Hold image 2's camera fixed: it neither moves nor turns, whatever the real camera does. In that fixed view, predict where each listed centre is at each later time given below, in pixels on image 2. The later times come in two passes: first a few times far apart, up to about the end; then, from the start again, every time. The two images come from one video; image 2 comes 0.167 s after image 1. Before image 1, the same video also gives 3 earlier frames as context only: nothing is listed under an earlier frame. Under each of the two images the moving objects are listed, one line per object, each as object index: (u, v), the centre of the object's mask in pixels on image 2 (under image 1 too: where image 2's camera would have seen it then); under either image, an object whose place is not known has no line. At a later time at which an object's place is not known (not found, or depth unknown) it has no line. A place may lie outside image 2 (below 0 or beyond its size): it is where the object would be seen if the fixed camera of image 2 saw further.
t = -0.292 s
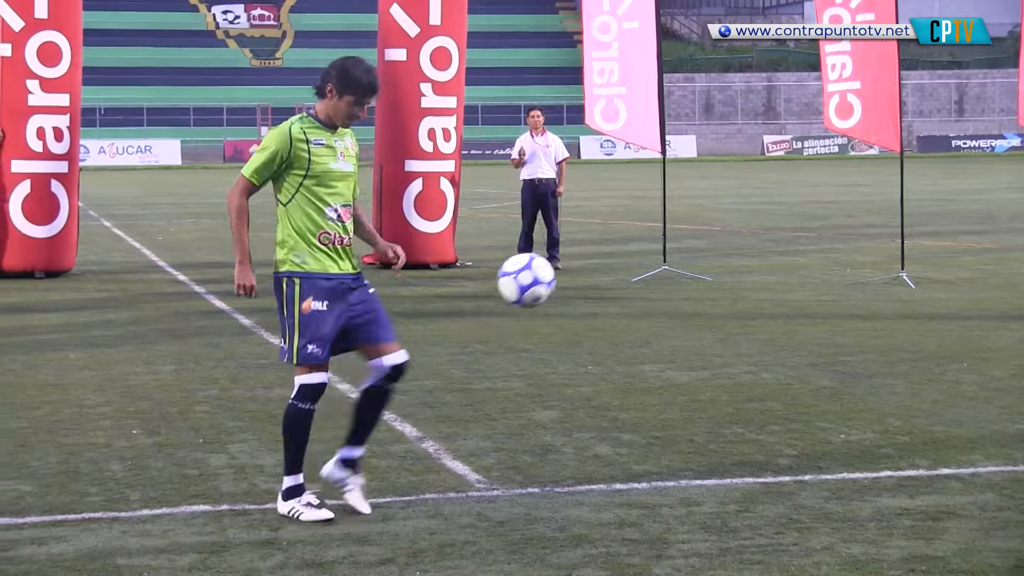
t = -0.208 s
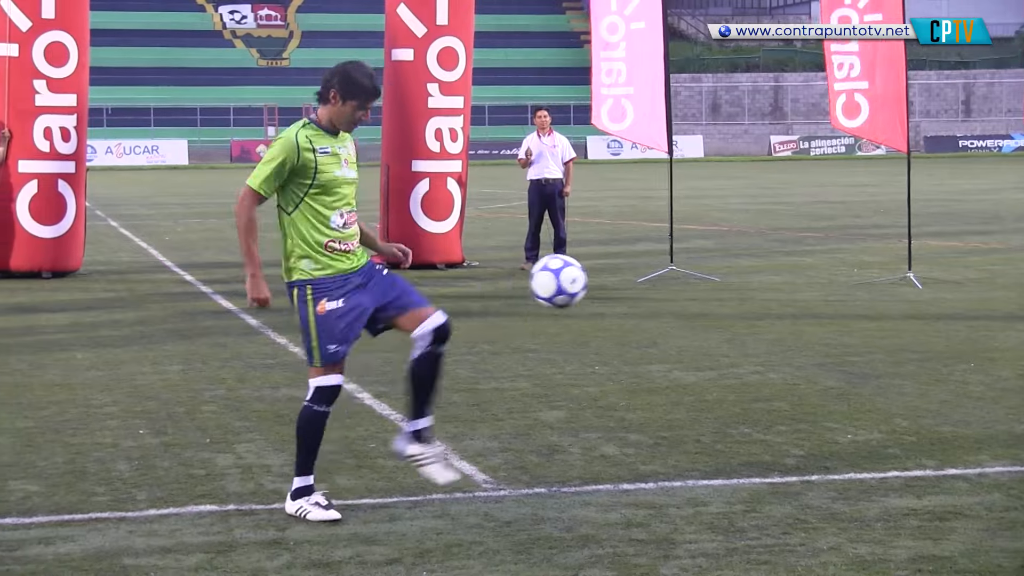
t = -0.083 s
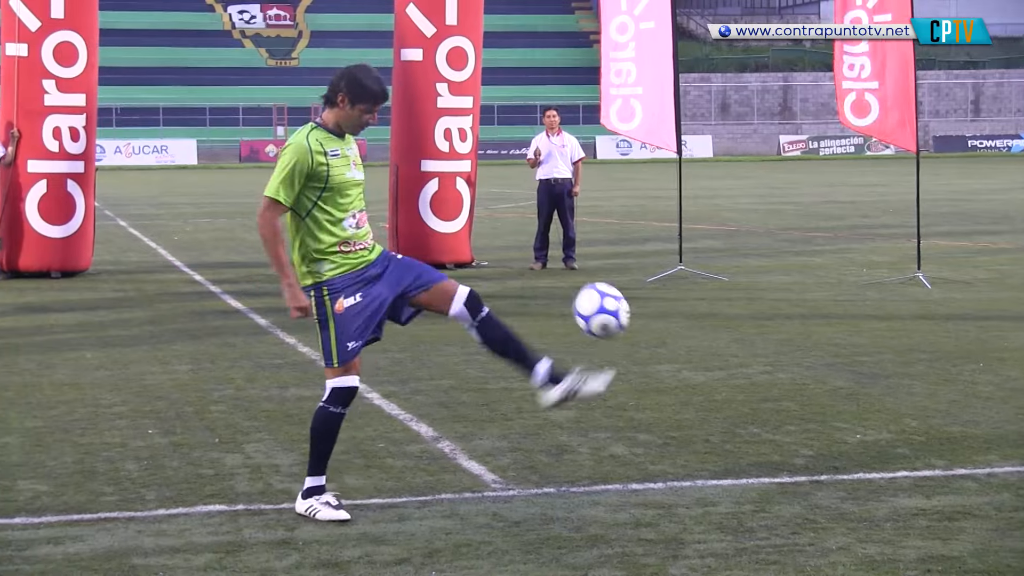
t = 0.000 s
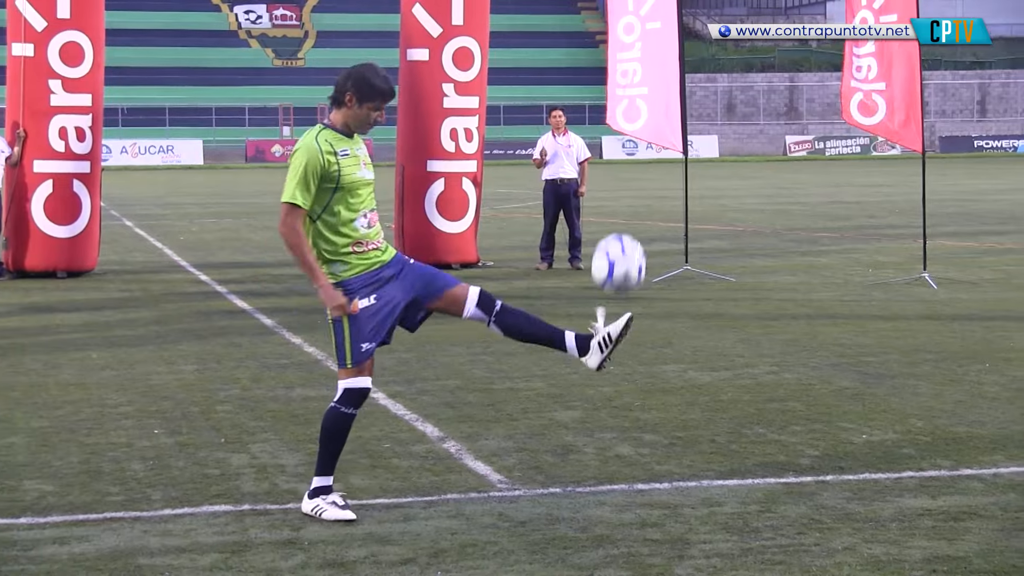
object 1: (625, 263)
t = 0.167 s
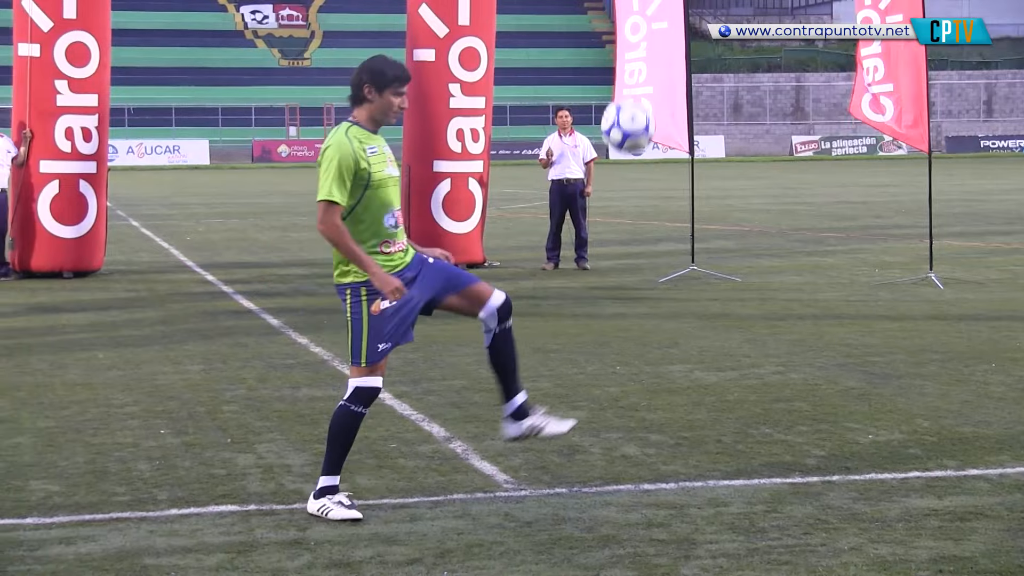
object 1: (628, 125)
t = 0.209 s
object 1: (628, 96)
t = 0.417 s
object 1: (634, 35)
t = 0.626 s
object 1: (638, 78)
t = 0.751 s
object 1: (641, 153)
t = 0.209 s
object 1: (628, 96)
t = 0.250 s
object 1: (629, 79)
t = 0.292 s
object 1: (631, 59)
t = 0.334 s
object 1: (632, 47)
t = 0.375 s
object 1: (633, 39)
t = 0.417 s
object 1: (634, 35)
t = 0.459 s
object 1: (634, 34)
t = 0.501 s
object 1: (635, 38)
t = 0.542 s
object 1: (636, 47)
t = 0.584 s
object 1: (637, 58)
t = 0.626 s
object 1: (638, 78)
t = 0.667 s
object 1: (639, 97)
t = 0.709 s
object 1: (640, 127)
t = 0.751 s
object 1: (641, 153)
